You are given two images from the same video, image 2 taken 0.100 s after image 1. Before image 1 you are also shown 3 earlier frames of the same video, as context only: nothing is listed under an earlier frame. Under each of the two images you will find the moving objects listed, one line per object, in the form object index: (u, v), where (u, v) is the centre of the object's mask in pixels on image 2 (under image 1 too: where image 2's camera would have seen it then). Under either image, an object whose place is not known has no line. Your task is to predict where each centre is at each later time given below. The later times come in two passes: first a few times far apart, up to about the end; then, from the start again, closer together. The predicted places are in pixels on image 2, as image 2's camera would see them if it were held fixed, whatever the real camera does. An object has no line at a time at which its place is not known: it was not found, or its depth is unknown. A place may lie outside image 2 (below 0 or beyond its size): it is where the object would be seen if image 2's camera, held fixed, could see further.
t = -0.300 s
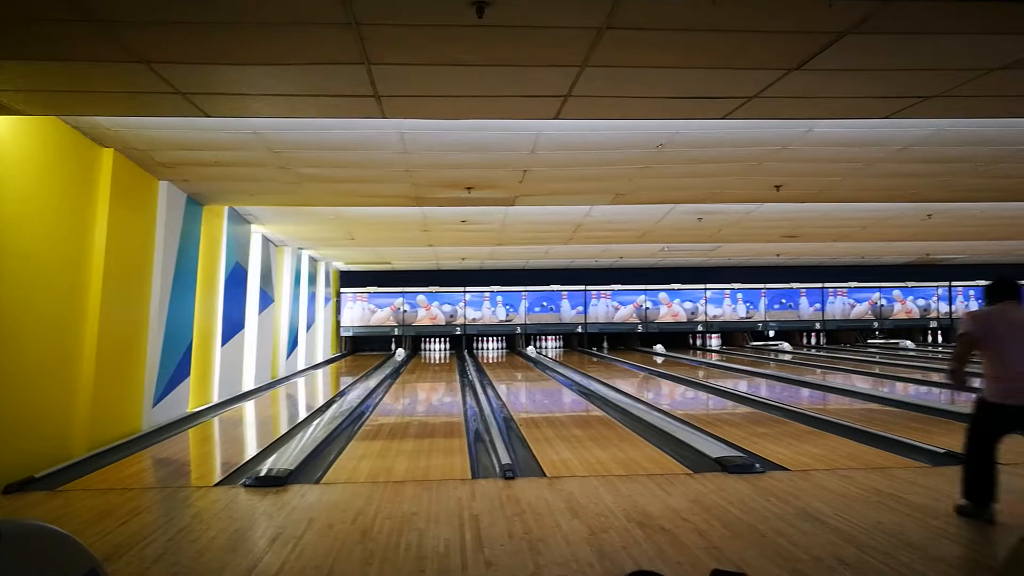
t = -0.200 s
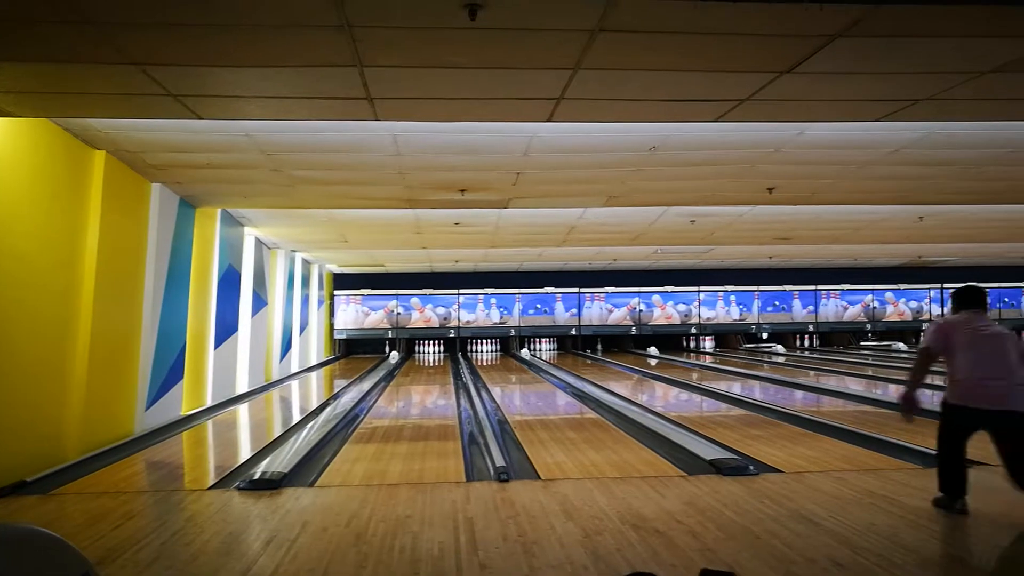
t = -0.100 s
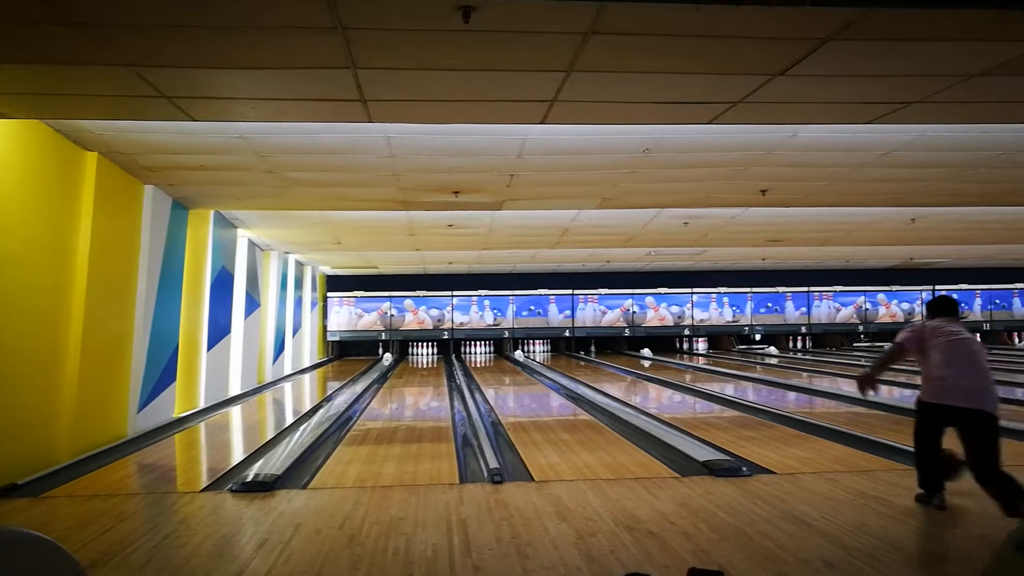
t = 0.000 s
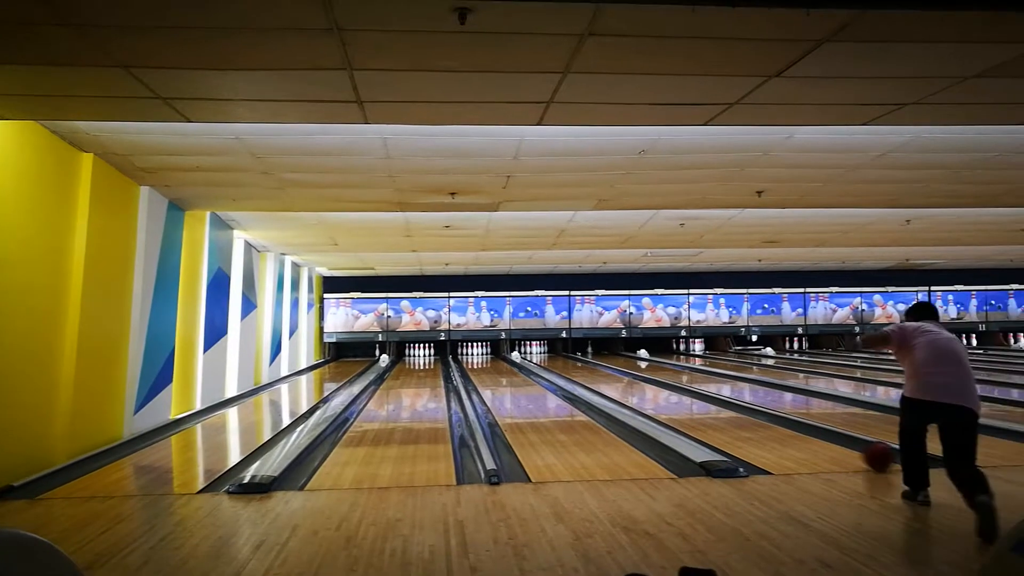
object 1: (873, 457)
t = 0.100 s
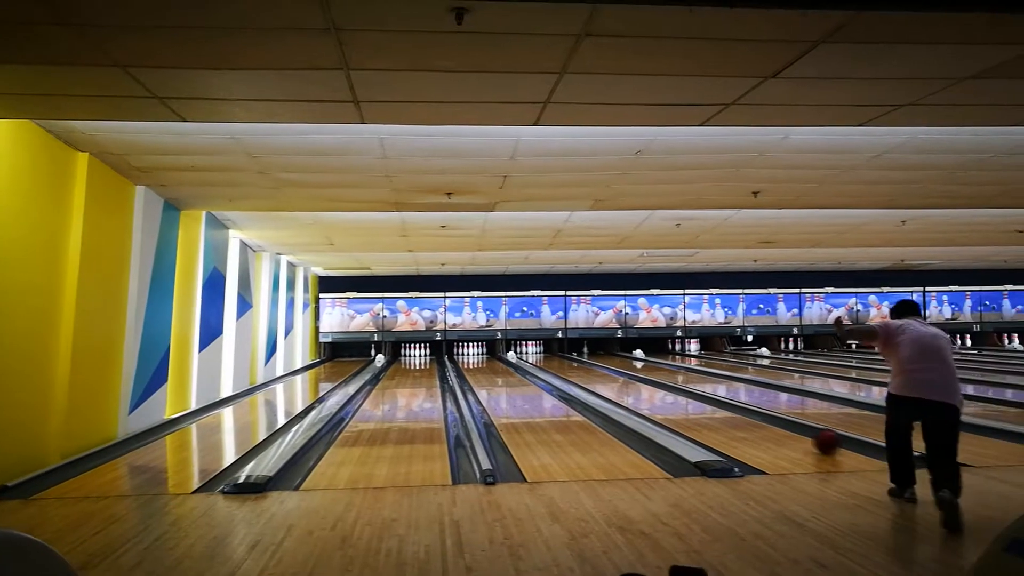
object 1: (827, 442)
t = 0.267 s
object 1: (768, 423)
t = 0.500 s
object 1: (711, 404)
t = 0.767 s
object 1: (667, 388)
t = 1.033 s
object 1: (635, 377)
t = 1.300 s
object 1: (612, 370)
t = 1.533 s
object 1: (596, 365)
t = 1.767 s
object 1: (581, 360)
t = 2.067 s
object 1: (567, 357)
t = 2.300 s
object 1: (558, 355)
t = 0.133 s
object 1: (813, 437)
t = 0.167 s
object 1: (801, 434)
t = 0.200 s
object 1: (789, 429)
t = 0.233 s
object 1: (778, 426)
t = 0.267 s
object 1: (768, 423)
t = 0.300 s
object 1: (759, 420)
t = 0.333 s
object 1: (750, 417)
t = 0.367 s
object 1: (742, 414)
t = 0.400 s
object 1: (733, 411)
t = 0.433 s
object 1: (725, 408)
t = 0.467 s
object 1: (717, 406)
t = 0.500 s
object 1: (711, 404)
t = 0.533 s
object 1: (704, 401)
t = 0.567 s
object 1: (699, 399)
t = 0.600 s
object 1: (692, 397)
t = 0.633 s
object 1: (687, 396)
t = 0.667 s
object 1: (682, 394)
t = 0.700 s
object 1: (677, 392)
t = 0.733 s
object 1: (672, 390)
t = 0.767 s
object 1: (667, 388)
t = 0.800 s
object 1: (662, 387)
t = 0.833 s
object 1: (658, 384)
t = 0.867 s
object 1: (654, 384)
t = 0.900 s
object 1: (650, 382)
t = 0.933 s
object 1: (646, 381)
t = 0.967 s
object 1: (643, 380)
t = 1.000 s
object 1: (638, 379)
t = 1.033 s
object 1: (635, 377)
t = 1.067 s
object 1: (632, 376)
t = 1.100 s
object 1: (629, 376)
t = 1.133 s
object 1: (625, 375)
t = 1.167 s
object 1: (622, 373)
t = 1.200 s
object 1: (620, 373)
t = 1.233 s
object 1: (617, 372)
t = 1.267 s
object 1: (615, 371)
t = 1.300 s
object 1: (612, 370)
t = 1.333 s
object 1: (610, 369)
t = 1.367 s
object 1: (607, 369)
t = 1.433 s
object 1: (603, 367)
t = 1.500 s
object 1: (598, 365)
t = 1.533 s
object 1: (596, 365)
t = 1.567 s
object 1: (594, 364)
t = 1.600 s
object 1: (591, 364)
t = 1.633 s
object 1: (589, 363)
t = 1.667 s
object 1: (588, 362)
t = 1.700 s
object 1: (585, 362)
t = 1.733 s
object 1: (583, 361)
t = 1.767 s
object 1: (581, 360)
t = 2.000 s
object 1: (570, 358)
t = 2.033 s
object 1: (568, 357)
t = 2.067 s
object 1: (567, 357)
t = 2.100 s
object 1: (565, 357)
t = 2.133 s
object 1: (564, 356)
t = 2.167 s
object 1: (563, 356)
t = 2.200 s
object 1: (562, 356)
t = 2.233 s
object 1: (558, 355)
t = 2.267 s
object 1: (558, 355)
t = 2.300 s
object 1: (558, 355)
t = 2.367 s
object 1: (555, 354)
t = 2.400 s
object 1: (555, 353)
